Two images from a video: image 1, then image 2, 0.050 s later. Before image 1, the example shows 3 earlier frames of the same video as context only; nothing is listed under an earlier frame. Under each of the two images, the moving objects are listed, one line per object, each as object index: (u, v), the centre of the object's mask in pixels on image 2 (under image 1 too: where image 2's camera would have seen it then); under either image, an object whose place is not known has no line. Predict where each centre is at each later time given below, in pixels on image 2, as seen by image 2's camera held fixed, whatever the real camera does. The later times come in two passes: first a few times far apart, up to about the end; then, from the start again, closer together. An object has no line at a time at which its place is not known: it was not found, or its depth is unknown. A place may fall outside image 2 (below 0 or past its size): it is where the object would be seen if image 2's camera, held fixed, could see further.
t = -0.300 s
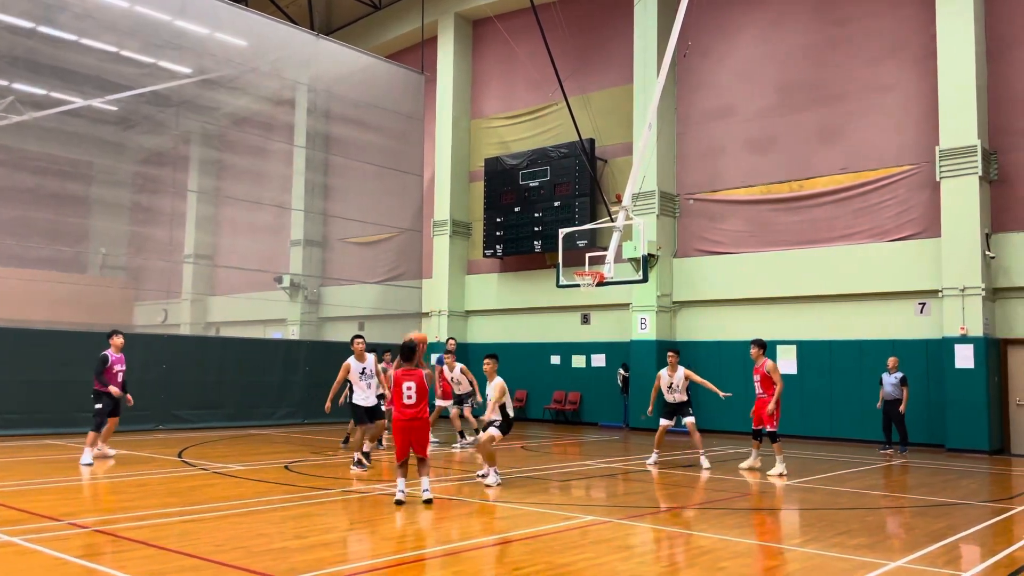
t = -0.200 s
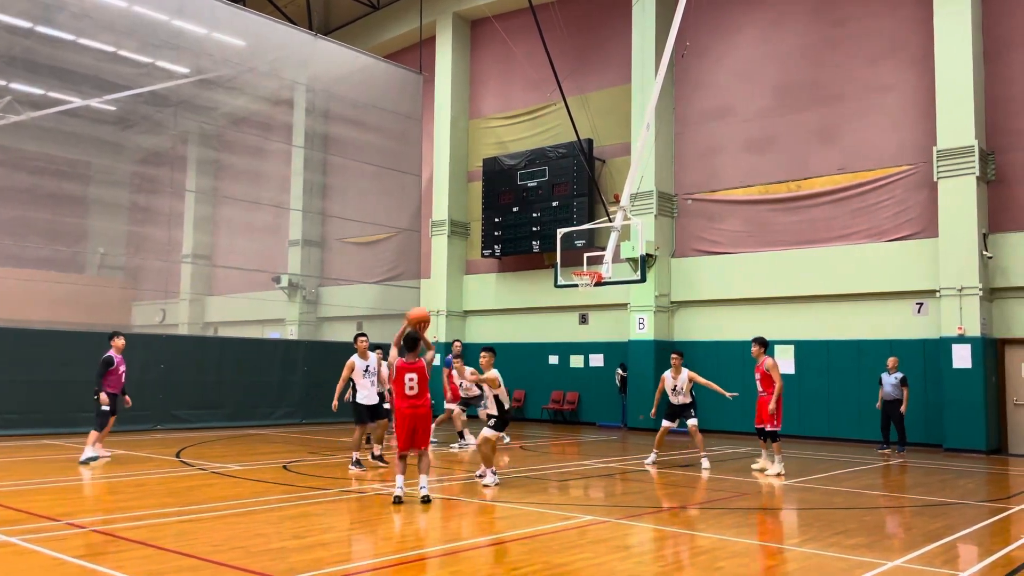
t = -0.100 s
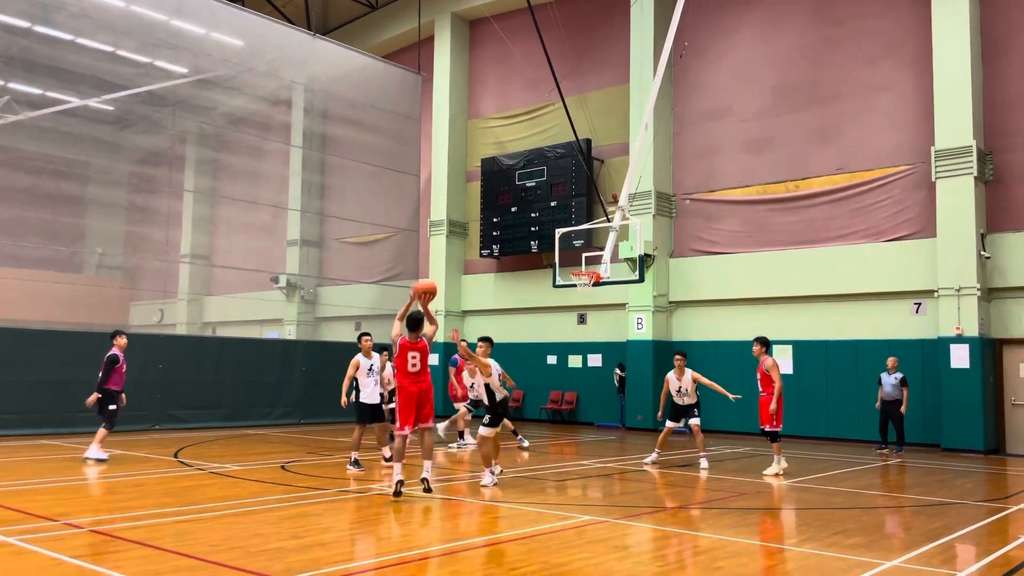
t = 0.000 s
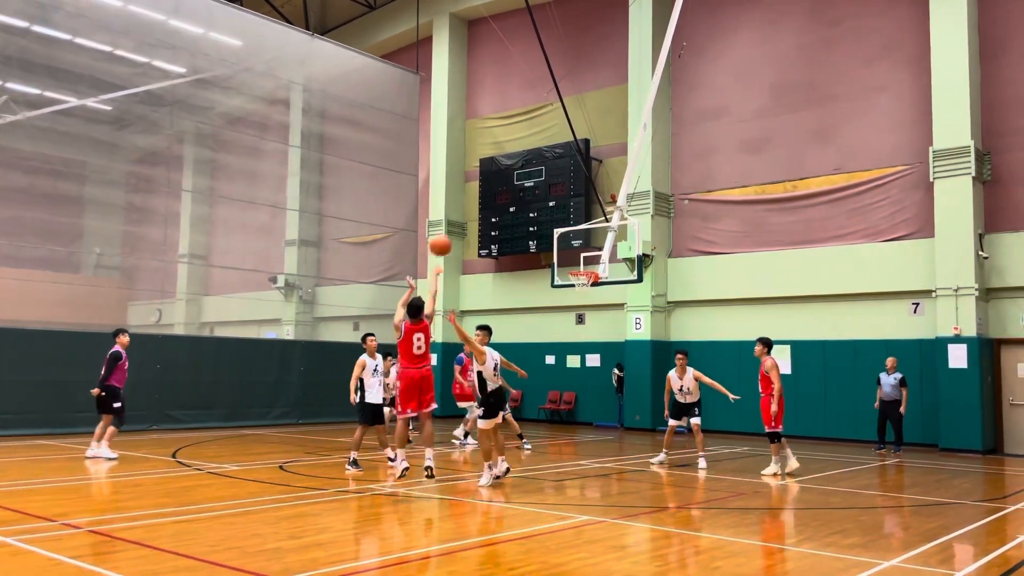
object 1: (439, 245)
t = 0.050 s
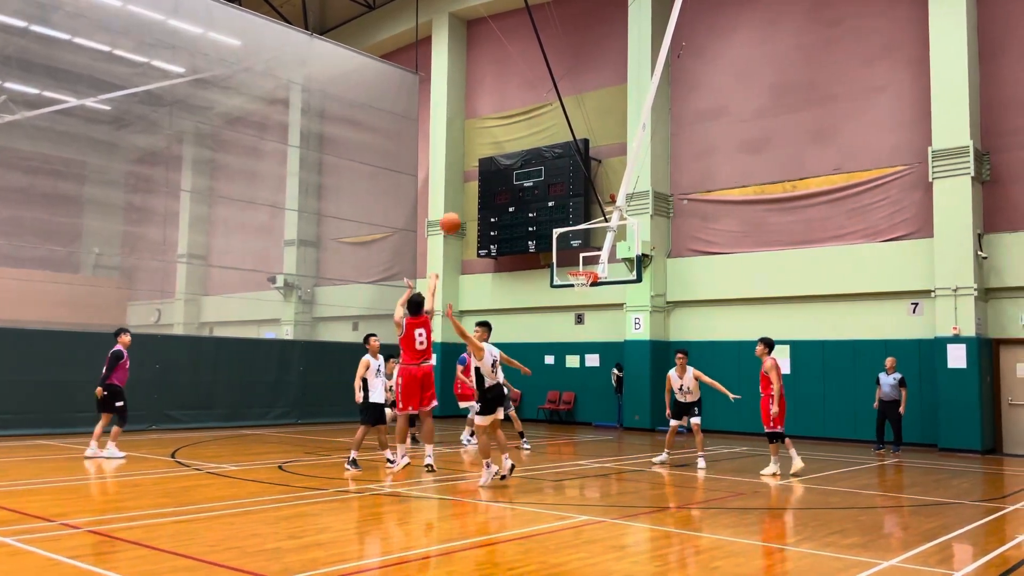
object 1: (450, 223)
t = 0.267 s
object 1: (491, 163)
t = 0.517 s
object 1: (526, 145)
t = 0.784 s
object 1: (556, 171)
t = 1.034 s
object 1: (579, 224)
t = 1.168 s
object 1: (590, 262)
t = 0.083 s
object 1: (457, 211)
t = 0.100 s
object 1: (461, 204)
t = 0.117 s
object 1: (464, 199)
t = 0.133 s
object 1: (466, 194)
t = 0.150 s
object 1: (470, 189)
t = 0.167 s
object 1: (473, 185)
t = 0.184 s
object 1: (476, 181)
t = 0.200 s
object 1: (479, 176)
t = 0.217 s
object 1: (482, 173)
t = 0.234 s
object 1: (485, 170)
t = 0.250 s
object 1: (488, 166)
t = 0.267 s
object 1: (491, 163)
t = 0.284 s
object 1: (493, 160)
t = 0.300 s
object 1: (496, 158)
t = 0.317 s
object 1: (498, 156)
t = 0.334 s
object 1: (501, 154)
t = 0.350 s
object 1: (503, 152)
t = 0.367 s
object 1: (506, 150)
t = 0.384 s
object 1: (508, 149)
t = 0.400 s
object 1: (511, 148)
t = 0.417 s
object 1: (513, 147)
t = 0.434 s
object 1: (515, 146)
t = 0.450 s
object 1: (517, 145)
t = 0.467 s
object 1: (520, 145)
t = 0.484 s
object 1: (522, 145)
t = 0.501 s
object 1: (524, 145)
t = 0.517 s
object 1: (526, 145)
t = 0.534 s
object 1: (528, 146)
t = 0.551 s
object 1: (531, 147)
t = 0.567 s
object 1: (532, 147)
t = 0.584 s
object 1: (534, 148)
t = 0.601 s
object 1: (536, 149)
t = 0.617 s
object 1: (538, 150)
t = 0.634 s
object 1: (541, 152)
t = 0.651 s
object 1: (542, 153)
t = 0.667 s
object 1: (544, 155)
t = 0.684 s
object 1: (545, 157)
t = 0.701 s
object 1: (548, 159)
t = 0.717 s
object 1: (549, 161)
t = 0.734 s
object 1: (551, 163)
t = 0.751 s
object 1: (553, 165)
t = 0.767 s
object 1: (554, 168)
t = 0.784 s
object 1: (556, 171)
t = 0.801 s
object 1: (557, 173)
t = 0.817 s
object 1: (559, 176)
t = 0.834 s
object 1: (561, 179)
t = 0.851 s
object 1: (563, 182)
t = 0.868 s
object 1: (564, 185)
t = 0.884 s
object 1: (566, 189)
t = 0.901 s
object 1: (567, 192)
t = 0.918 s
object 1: (569, 196)
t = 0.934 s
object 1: (570, 199)
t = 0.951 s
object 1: (572, 203)
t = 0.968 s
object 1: (574, 207)
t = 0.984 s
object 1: (575, 211)
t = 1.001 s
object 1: (576, 215)
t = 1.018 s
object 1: (578, 219)
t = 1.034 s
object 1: (579, 224)
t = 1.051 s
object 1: (581, 229)
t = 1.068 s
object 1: (582, 232)
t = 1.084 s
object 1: (584, 237)
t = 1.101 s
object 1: (585, 241)
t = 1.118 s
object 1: (586, 247)
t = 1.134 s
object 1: (588, 251)
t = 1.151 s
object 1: (589, 257)
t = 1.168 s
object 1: (590, 262)
